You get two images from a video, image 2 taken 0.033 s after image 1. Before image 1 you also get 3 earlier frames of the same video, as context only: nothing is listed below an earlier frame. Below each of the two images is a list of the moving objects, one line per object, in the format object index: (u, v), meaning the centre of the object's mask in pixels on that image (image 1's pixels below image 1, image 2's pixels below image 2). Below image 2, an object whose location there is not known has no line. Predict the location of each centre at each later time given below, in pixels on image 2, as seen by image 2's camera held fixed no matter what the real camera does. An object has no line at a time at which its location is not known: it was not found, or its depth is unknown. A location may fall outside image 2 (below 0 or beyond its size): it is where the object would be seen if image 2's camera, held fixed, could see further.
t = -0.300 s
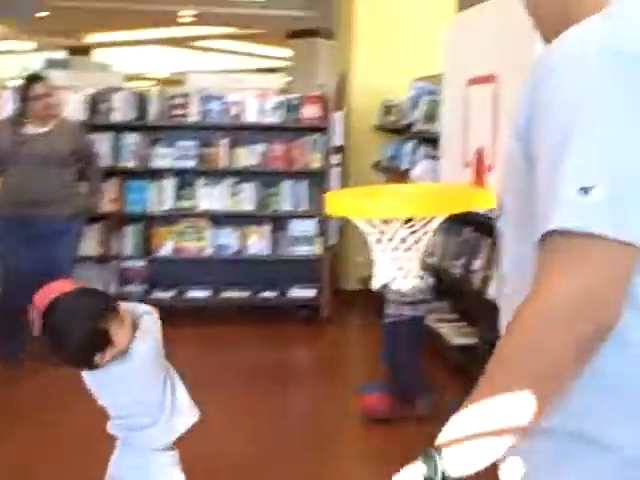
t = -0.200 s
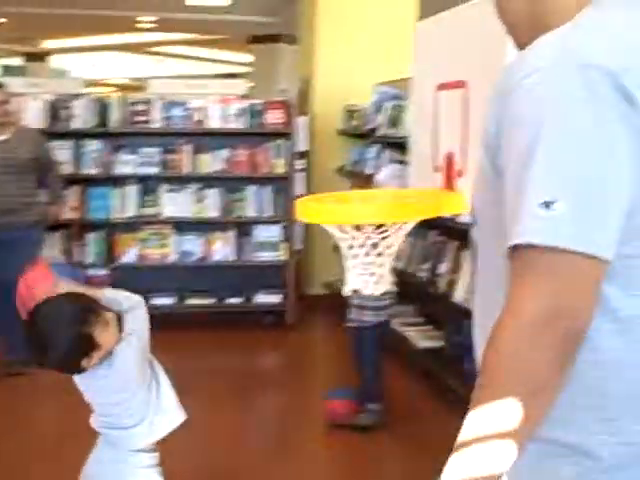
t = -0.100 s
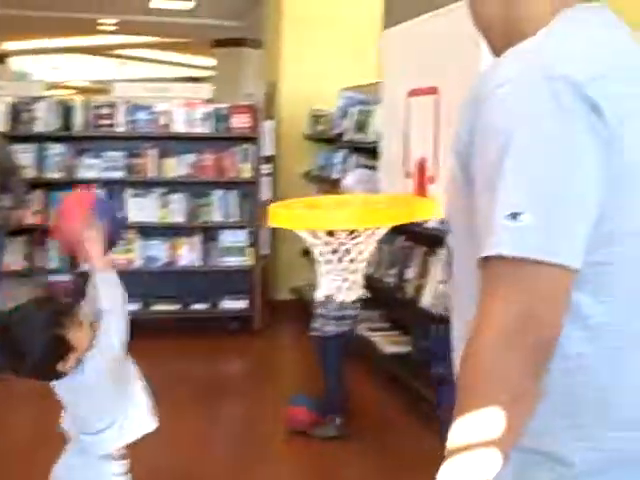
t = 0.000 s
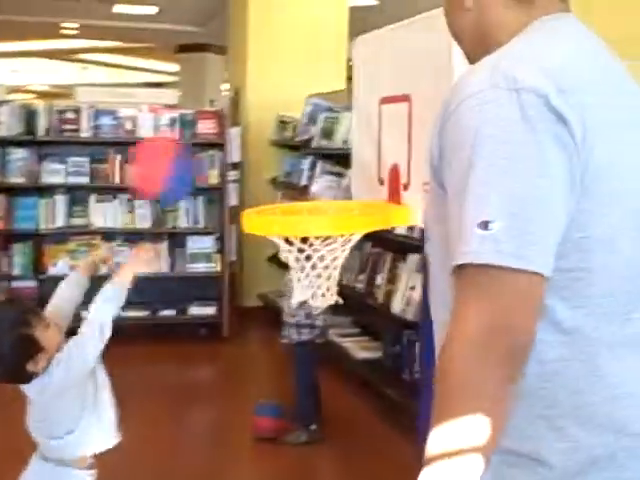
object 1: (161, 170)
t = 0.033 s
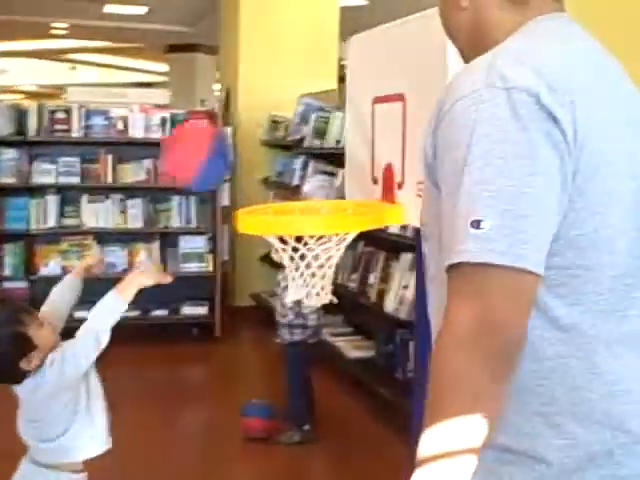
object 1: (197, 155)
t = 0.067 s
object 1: (234, 150)
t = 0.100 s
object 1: (270, 146)
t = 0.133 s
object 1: (306, 150)
